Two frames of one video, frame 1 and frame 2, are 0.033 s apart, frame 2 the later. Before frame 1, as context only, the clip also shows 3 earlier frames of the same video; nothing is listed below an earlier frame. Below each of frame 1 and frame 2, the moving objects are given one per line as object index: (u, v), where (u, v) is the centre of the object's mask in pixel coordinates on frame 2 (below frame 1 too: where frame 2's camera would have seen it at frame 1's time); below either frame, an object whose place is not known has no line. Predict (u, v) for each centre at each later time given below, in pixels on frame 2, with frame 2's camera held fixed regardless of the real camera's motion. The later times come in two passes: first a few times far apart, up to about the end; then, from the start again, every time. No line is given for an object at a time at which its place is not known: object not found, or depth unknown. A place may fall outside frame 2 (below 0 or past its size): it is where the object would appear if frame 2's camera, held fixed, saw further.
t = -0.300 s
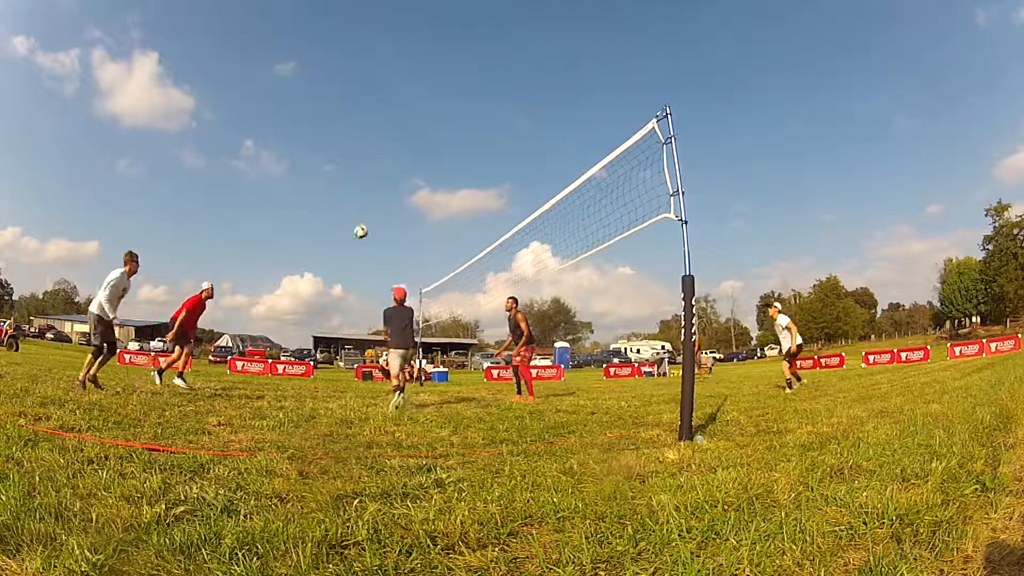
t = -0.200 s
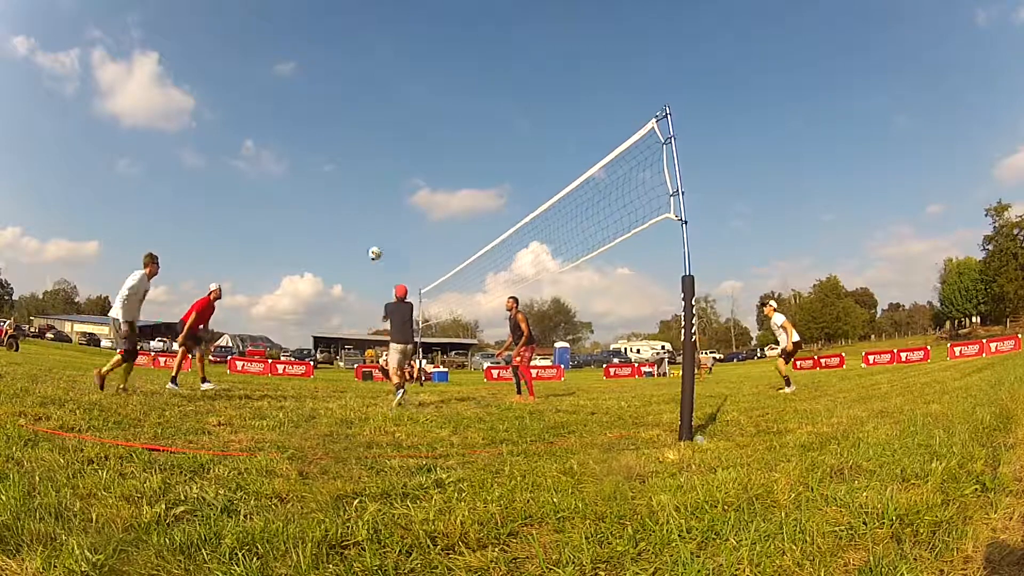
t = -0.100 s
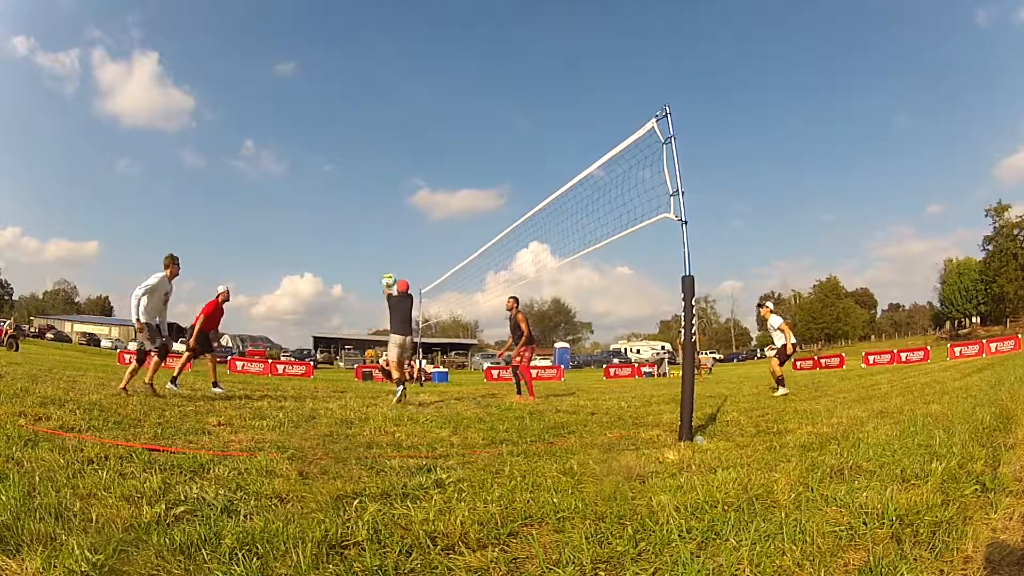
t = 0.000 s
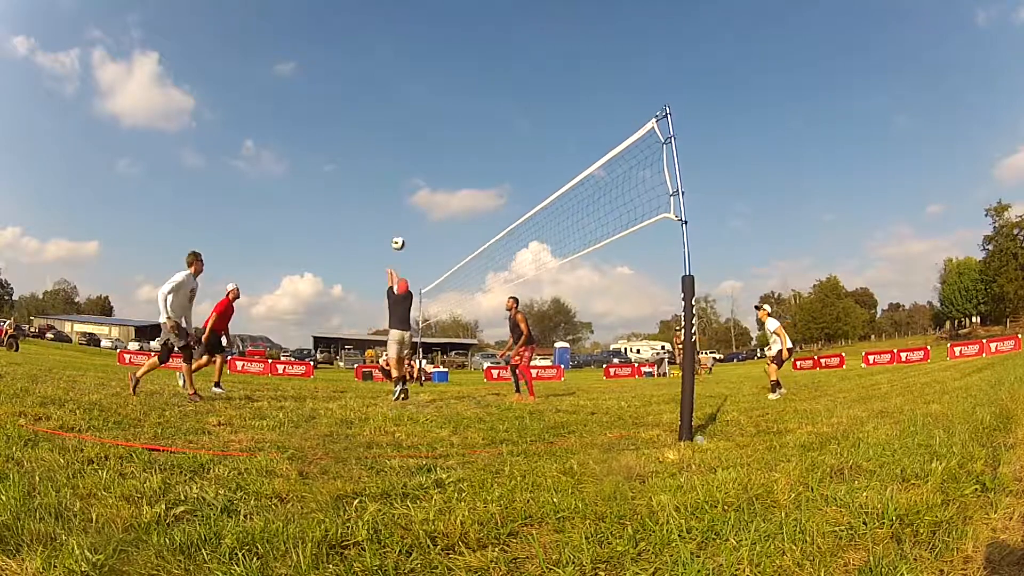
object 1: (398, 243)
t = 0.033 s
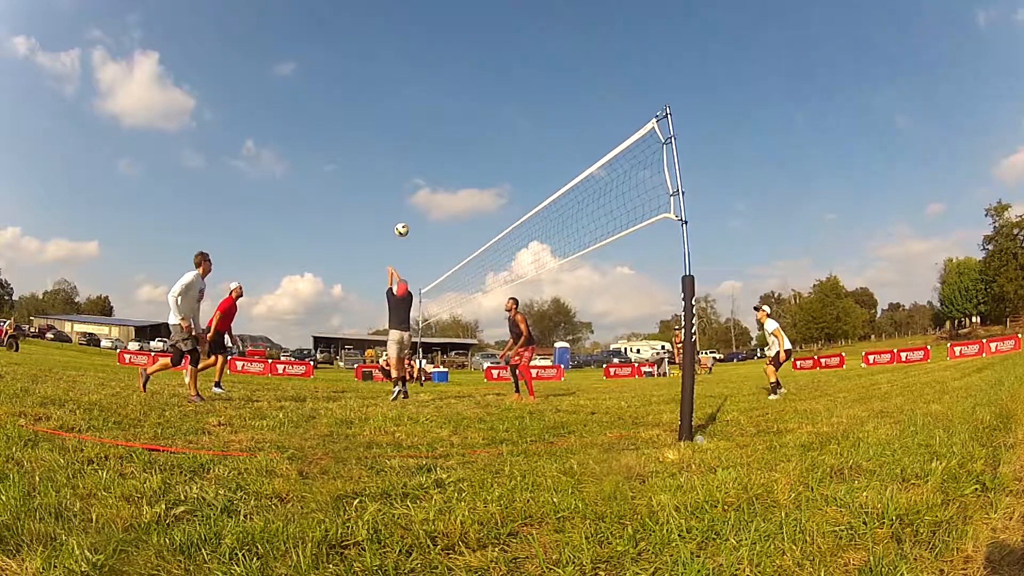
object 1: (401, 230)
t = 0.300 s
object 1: (429, 147)
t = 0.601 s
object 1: (459, 105)
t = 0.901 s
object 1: (488, 123)
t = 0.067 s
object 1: (405, 216)
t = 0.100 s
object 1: (407, 205)
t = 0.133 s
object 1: (412, 194)
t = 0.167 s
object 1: (414, 183)
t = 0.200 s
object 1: (419, 173)
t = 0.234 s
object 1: (422, 163)
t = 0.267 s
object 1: (425, 155)
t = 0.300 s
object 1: (429, 147)
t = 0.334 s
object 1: (432, 139)
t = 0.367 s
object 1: (435, 133)
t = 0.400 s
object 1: (439, 127)
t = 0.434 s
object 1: (442, 121)
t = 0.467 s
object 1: (445, 117)
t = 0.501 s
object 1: (449, 113)
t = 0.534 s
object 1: (452, 110)
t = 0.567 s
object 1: (455, 107)
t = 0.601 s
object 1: (459, 105)
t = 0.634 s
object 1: (462, 104)
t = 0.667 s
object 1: (465, 104)
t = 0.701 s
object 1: (468, 104)
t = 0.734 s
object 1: (472, 105)
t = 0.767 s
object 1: (477, 108)
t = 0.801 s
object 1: (479, 109)
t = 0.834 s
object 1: (482, 113)
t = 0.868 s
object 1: (485, 117)
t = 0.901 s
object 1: (488, 123)
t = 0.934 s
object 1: (492, 130)
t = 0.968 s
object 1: (496, 138)
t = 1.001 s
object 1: (499, 146)
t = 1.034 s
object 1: (503, 156)
